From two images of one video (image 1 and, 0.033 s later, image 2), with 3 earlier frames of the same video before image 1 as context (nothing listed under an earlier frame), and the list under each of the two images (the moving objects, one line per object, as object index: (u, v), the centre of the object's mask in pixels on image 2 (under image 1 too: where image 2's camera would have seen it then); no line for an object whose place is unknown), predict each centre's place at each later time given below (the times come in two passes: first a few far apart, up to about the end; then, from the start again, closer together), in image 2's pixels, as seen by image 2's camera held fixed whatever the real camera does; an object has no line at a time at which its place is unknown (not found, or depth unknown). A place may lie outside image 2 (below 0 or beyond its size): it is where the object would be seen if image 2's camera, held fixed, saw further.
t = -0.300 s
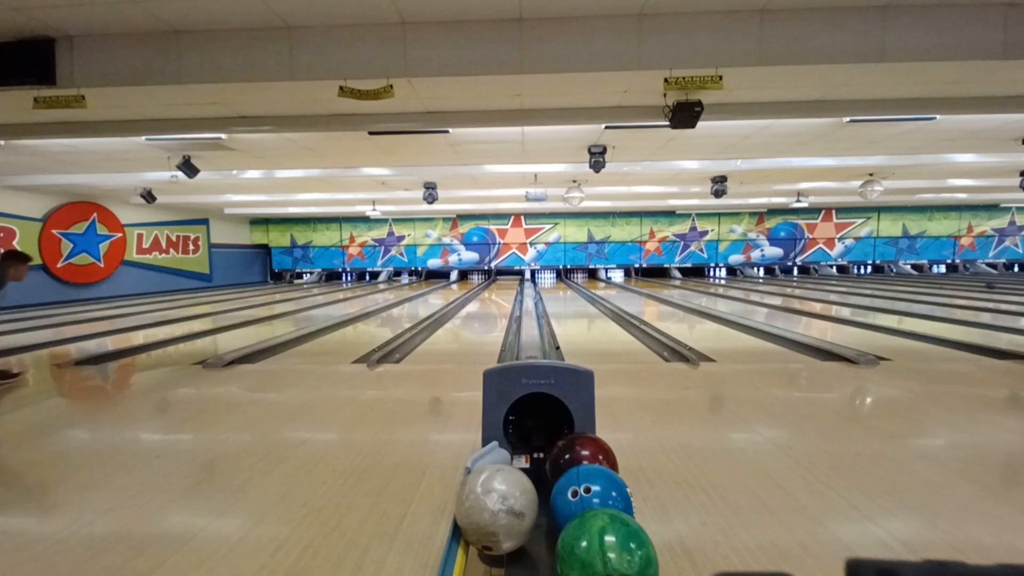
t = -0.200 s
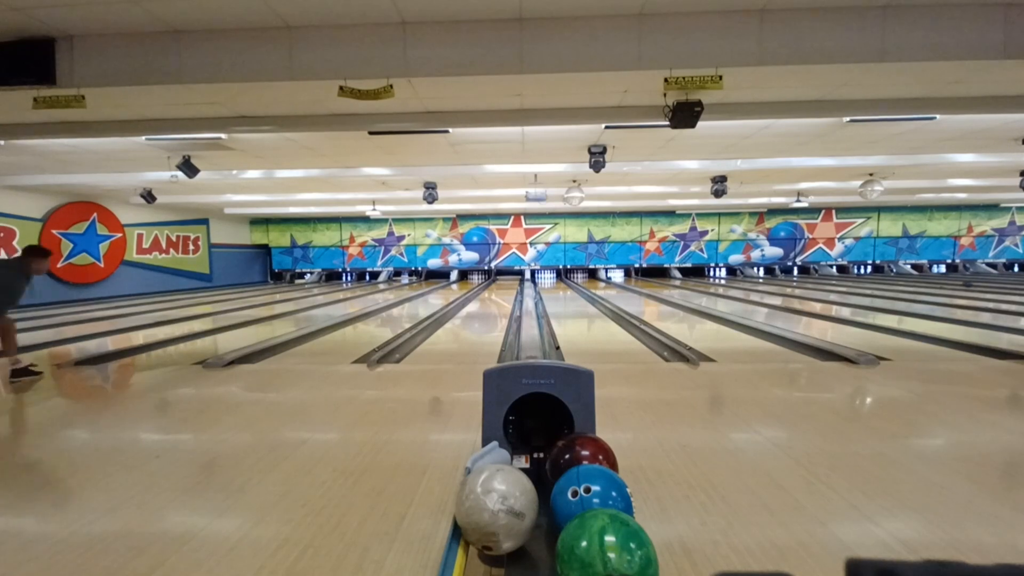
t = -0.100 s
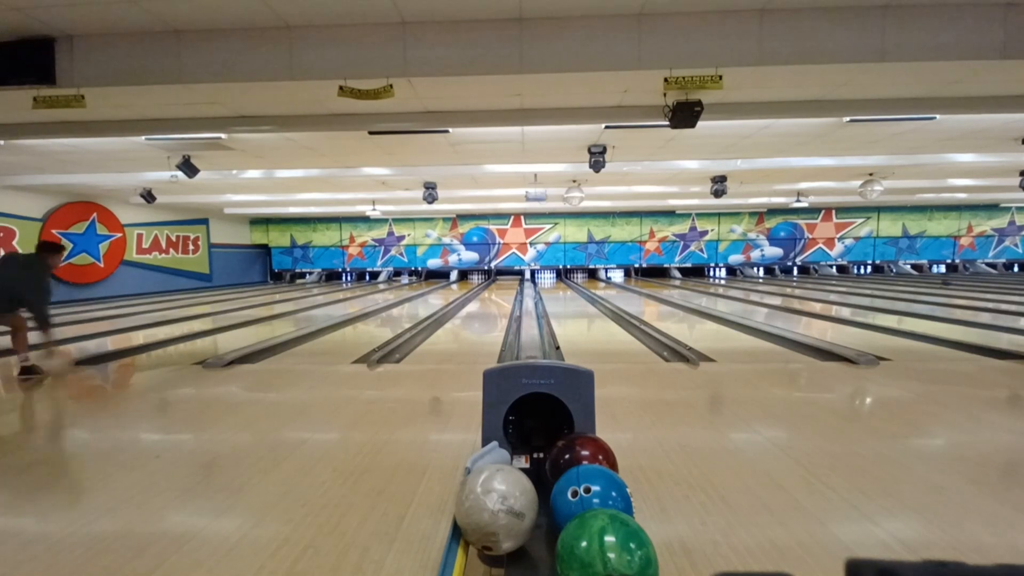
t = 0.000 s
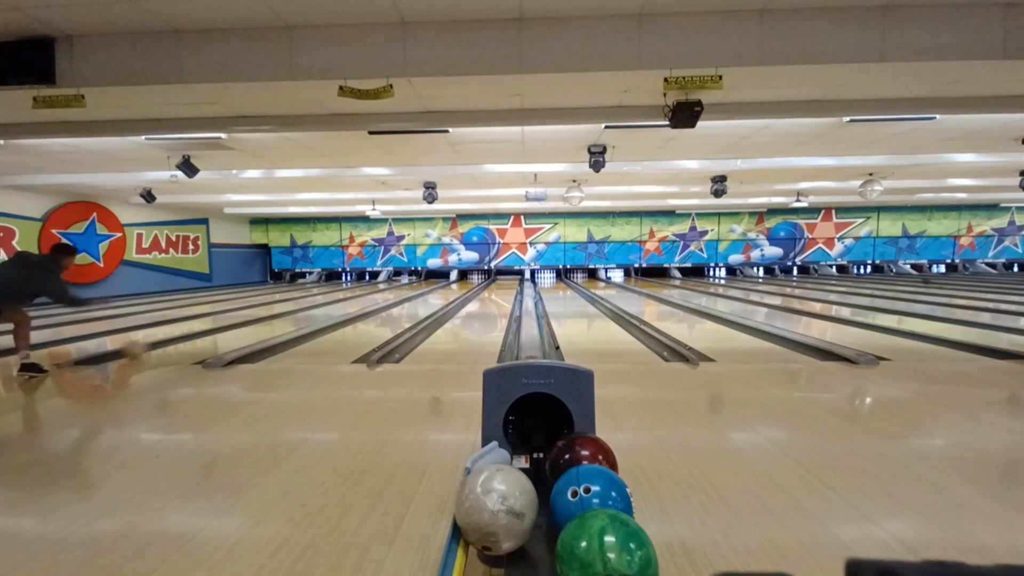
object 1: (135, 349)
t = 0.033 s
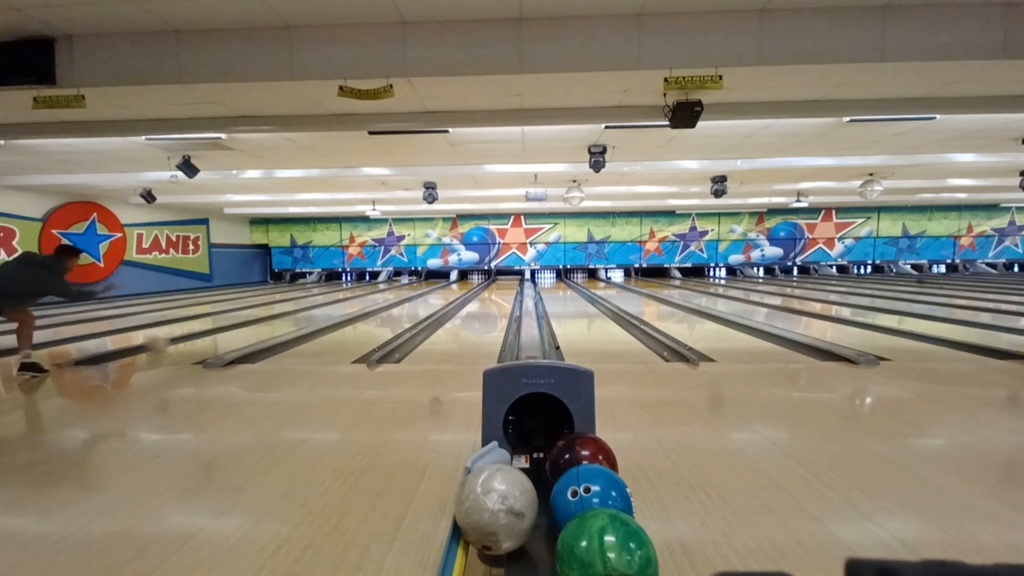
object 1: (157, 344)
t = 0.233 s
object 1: (249, 319)
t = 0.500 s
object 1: (322, 305)
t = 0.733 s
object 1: (361, 296)
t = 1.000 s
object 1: (391, 290)
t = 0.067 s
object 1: (177, 341)
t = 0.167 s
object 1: (224, 327)
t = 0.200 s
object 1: (238, 324)
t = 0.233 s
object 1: (249, 319)
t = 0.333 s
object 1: (281, 314)
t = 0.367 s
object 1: (291, 312)
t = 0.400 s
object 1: (299, 311)
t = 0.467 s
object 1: (315, 307)
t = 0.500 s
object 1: (322, 305)
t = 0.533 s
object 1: (328, 304)
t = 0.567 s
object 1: (335, 303)
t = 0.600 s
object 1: (340, 301)
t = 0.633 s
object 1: (346, 300)
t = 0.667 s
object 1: (351, 299)
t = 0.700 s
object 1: (356, 298)
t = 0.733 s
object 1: (361, 296)
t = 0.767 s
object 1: (365, 295)
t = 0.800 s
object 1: (370, 294)
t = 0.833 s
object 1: (374, 294)
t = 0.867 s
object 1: (377, 293)
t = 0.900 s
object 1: (381, 292)
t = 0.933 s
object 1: (385, 291)
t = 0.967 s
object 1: (388, 291)
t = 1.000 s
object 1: (391, 290)
